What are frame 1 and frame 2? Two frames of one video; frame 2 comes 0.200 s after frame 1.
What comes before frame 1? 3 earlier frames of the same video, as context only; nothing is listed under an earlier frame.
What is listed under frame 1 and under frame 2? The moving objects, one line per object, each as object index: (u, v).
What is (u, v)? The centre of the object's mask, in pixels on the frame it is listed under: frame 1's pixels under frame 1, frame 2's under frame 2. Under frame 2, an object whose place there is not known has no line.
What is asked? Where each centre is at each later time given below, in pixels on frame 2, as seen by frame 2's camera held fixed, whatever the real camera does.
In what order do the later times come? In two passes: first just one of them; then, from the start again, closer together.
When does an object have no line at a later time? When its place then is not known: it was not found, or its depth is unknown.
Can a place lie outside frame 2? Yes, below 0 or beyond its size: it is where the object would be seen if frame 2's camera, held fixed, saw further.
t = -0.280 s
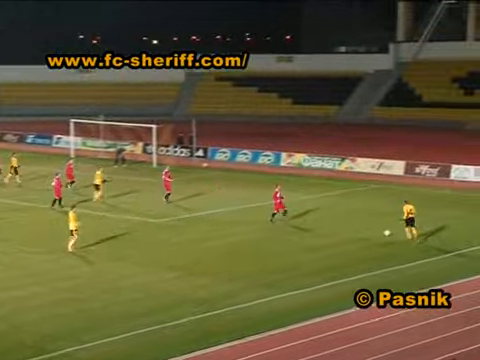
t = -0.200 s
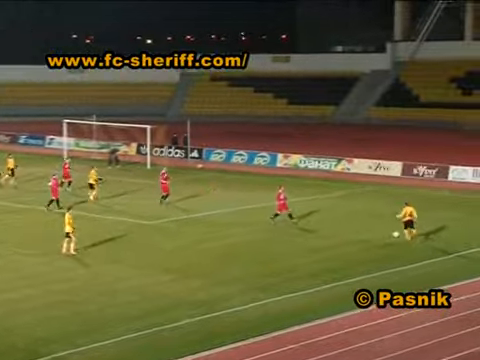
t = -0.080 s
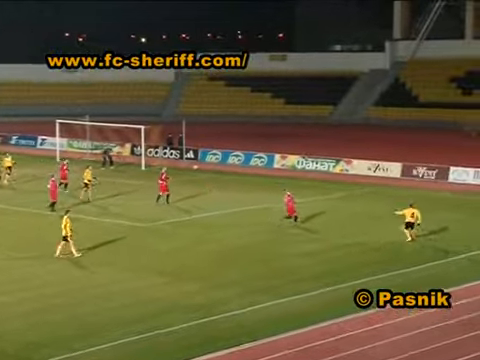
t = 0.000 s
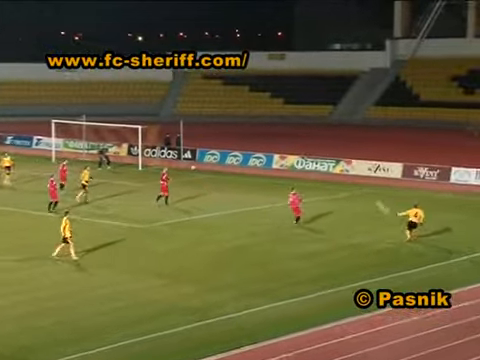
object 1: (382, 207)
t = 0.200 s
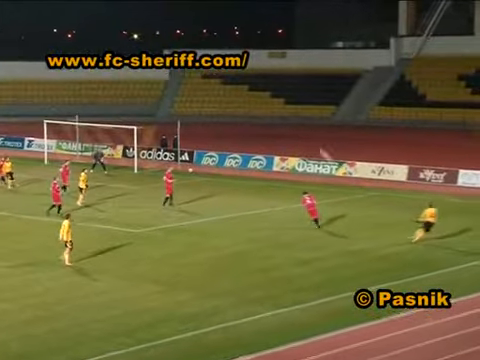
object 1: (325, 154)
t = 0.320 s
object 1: (299, 128)
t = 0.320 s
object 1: (299, 128)
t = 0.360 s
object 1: (290, 120)
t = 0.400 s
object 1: (282, 112)
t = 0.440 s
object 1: (271, 104)
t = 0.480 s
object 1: (263, 97)
